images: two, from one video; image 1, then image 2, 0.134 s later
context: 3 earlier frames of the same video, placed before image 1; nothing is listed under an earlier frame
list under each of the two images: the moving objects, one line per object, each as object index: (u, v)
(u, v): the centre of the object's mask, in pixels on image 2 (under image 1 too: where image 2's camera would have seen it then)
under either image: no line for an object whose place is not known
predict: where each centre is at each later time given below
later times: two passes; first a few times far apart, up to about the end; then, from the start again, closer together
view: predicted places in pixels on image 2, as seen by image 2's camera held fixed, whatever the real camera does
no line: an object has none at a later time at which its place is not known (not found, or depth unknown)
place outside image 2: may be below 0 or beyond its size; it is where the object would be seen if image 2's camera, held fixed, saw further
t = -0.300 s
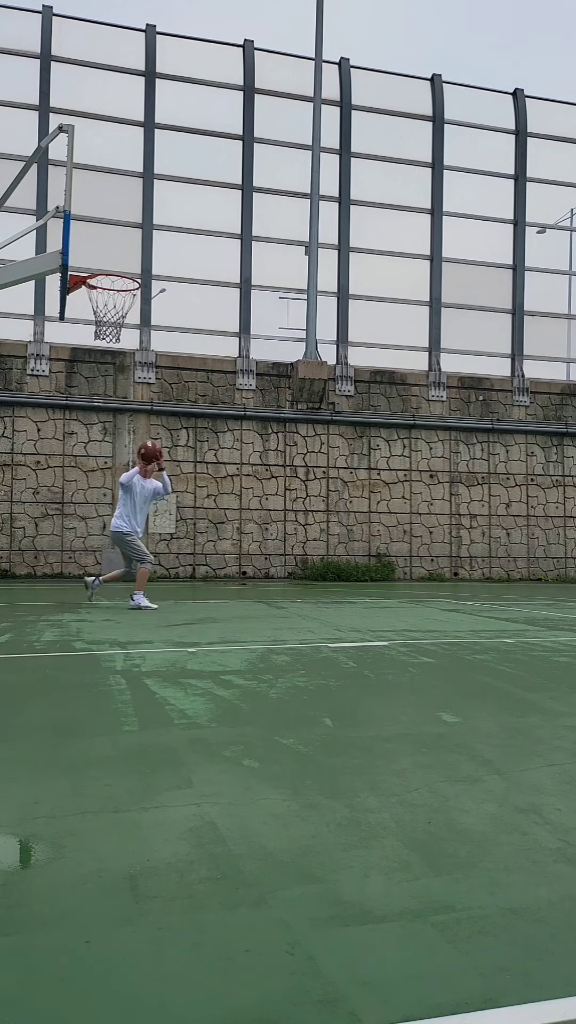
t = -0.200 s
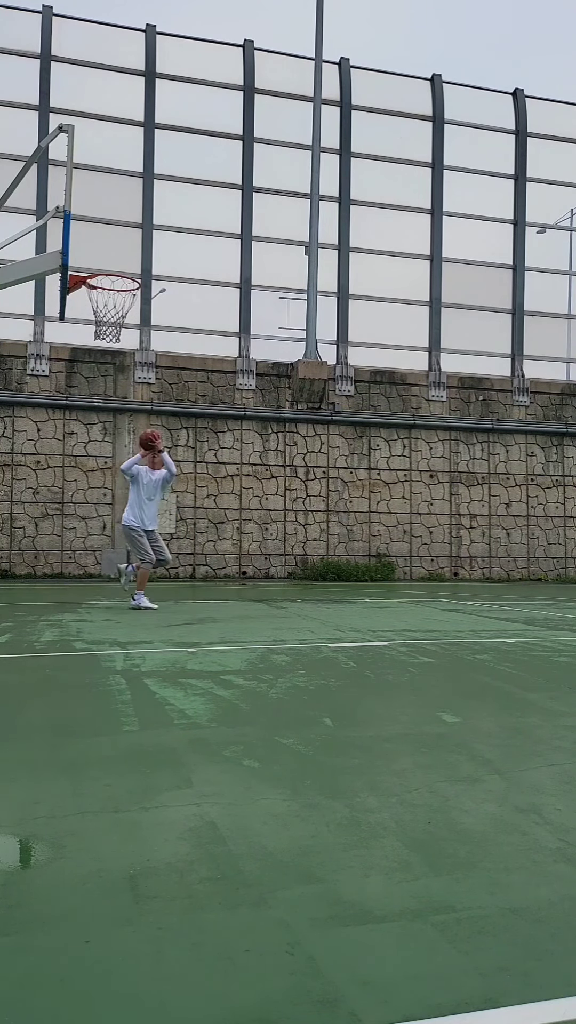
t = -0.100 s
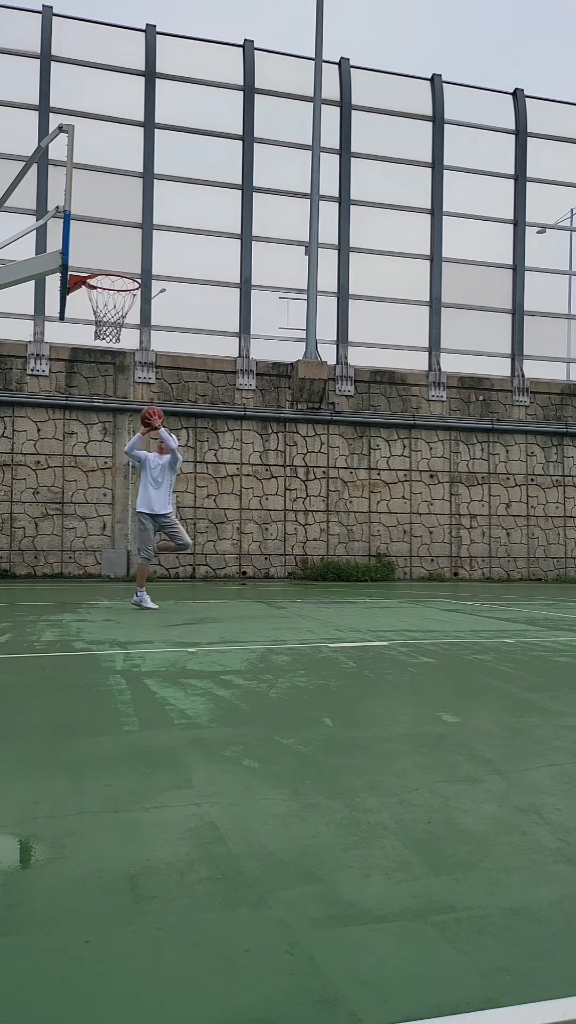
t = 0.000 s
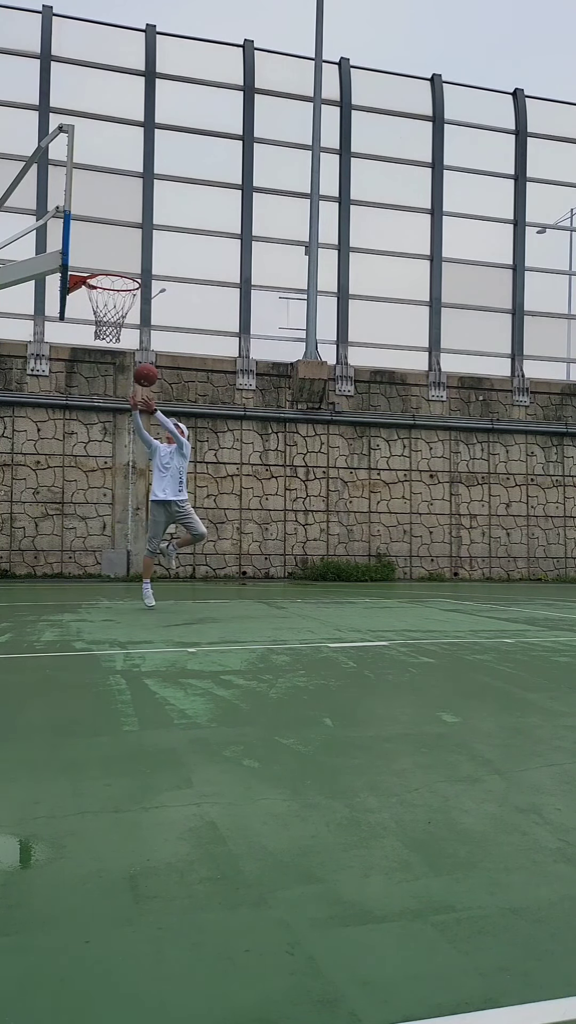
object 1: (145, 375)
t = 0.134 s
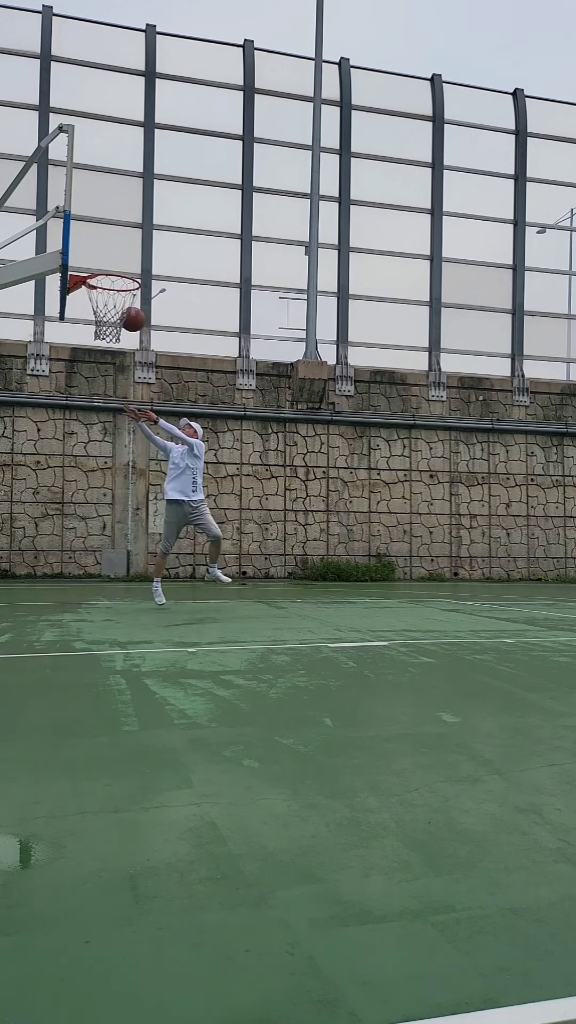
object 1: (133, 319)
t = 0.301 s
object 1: (114, 271)
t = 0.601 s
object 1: (86, 255)
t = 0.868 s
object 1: (120, 282)
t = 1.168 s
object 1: (98, 317)
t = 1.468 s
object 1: (110, 349)
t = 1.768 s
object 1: (126, 473)
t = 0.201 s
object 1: (125, 297)
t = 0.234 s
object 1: (122, 288)
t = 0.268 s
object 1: (118, 278)
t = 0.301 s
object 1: (114, 271)
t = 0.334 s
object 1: (110, 264)
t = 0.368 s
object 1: (106, 259)
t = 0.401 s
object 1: (102, 255)
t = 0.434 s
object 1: (98, 252)
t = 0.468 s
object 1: (94, 250)
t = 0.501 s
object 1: (90, 249)
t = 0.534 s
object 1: (86, 249)
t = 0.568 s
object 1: (83, 251)
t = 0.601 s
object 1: (86, 255)
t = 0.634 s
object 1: (89, 260)
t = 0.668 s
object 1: (92, 264)
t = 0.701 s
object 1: (97, 270)
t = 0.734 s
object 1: (104, 271)
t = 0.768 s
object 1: (111, 273)
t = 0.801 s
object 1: (118, 277)
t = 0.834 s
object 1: (123, 280)
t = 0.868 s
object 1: (120, 282)
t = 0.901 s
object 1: (116, 287)
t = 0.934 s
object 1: (113, 290)
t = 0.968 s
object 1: (109, 296)
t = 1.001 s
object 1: (106, 302)
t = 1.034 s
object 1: (103, 306)
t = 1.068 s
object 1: (101, 310)
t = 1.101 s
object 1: (100, 313)
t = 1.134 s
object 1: (99, 316)
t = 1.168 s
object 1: (98, 317)
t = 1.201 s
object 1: (99, 319)
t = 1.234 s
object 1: (99, 320)
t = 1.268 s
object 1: (100, 322)
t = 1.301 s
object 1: (101, 325)
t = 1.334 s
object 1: (103, 328)
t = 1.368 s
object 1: (104, 331)
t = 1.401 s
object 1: (107, 340)
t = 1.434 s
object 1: (109, 343)
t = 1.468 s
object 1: (110, 349)
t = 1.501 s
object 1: (112, 358)
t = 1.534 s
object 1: (114, 367)
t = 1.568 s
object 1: (116, 379)
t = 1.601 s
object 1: (118, 391)
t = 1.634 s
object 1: (119, 405)
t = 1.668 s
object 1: (121, 420)
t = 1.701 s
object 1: (123, 436)
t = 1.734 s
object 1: (124, 454)
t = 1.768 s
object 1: (126, 473)
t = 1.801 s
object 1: (127, 494)
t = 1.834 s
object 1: (129, 516)
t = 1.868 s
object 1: (130, 539)
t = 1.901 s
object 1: (131, 564)
